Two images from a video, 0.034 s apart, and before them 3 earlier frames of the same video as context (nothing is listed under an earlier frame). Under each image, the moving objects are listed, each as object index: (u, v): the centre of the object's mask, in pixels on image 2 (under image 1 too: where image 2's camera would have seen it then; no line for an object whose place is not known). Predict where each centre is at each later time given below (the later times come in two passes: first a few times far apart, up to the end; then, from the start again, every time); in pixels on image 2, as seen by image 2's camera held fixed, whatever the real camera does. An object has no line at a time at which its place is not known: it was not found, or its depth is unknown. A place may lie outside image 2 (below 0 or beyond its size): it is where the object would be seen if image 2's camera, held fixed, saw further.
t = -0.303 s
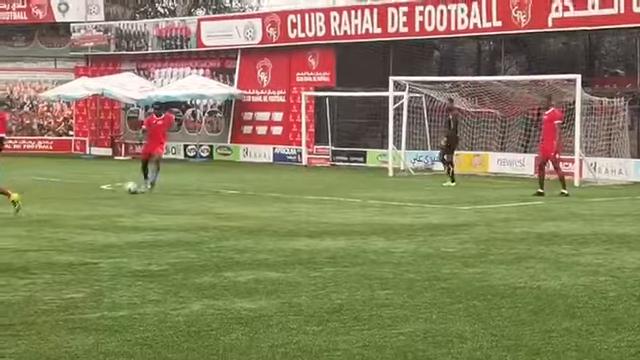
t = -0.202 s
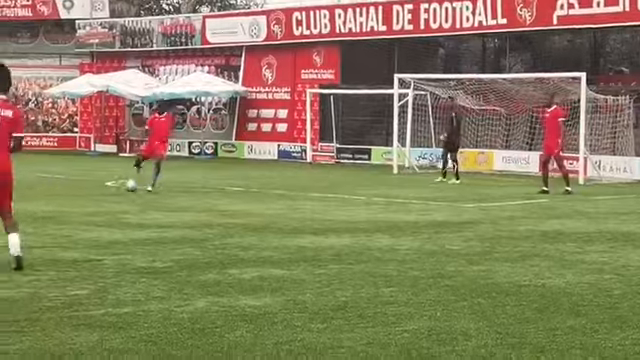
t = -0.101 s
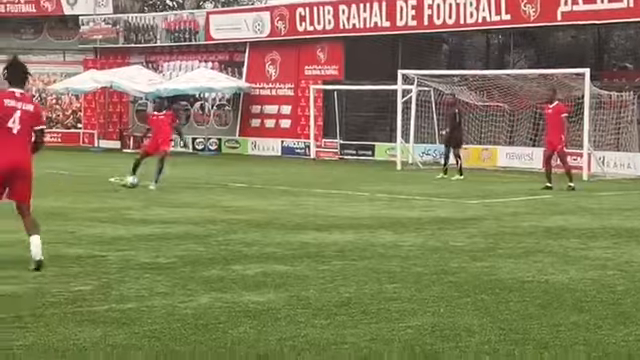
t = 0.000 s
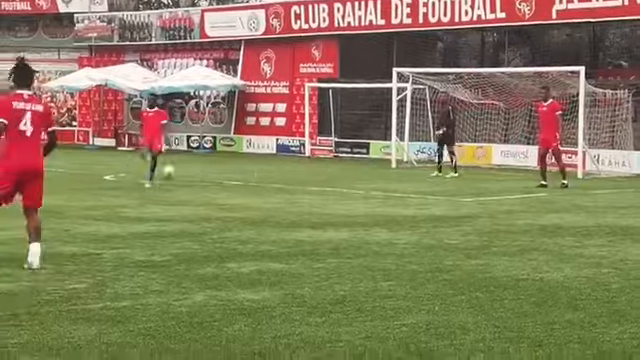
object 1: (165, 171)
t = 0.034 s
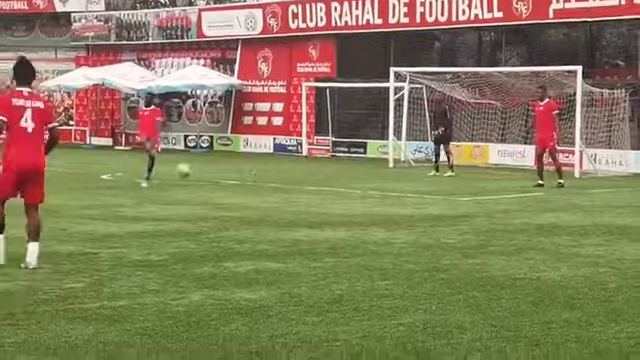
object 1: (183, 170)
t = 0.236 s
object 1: (303, 184)
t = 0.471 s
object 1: (467, 203)
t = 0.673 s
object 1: (612, 209)
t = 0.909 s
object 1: (823, 247)
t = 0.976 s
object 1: (889, 243)
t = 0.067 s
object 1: (200, 170)
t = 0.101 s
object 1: (219, 171)
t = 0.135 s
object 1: (239, 172)
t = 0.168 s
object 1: (259, 175)
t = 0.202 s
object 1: (280, 179)
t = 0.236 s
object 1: (303, 184)
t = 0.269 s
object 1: (326, 191)
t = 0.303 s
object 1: (352, 199)
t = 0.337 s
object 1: (378, 208)
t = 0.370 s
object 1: (402, 214)
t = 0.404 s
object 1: (423, 210)
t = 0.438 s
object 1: (445, 206)
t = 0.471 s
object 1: (467, 203)
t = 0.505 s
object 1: (488, 201)
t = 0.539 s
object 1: (511, 200)
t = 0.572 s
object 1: (535, 200)
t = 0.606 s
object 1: (560, 201)
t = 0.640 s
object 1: (586, 204)
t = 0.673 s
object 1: (612, 209)
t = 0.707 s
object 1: (640, 215)
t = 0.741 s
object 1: (670, 224)
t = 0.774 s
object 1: (700, 233)
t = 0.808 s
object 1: (731, 245)
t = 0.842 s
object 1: (763, 256)
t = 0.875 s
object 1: (793, 251)
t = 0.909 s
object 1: (823, 247)
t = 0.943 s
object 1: (855, 244)
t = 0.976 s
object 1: (889, 243)
